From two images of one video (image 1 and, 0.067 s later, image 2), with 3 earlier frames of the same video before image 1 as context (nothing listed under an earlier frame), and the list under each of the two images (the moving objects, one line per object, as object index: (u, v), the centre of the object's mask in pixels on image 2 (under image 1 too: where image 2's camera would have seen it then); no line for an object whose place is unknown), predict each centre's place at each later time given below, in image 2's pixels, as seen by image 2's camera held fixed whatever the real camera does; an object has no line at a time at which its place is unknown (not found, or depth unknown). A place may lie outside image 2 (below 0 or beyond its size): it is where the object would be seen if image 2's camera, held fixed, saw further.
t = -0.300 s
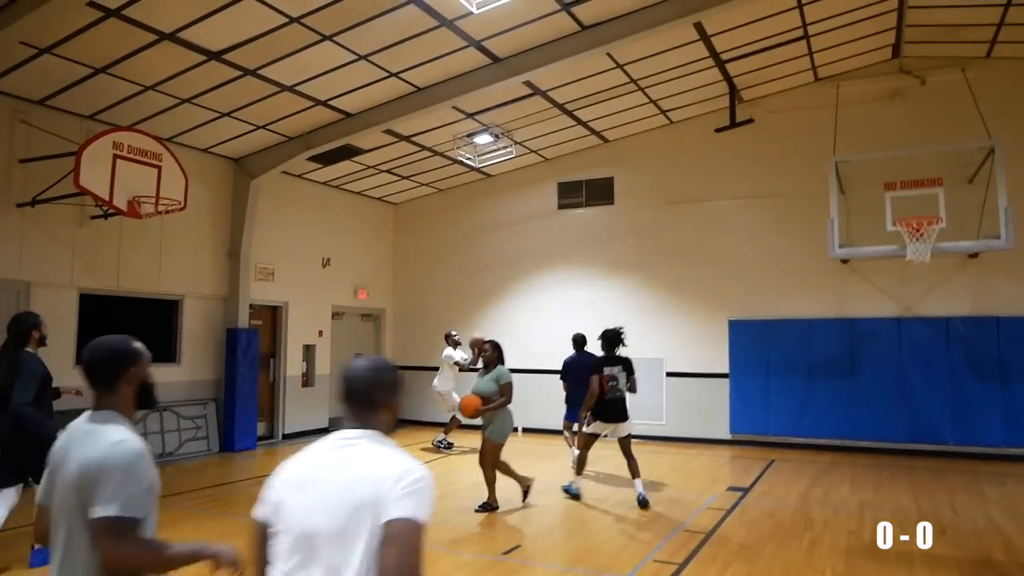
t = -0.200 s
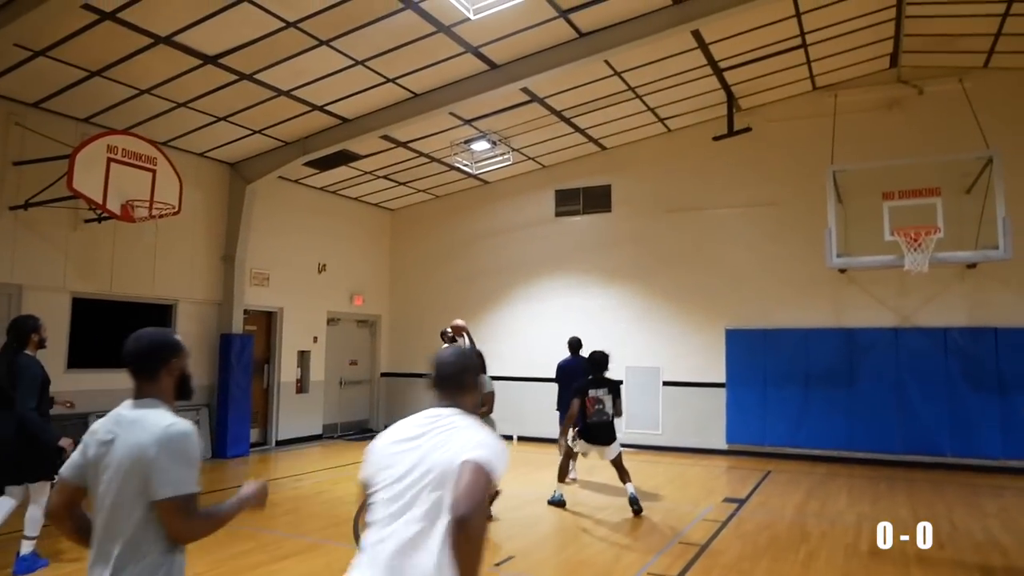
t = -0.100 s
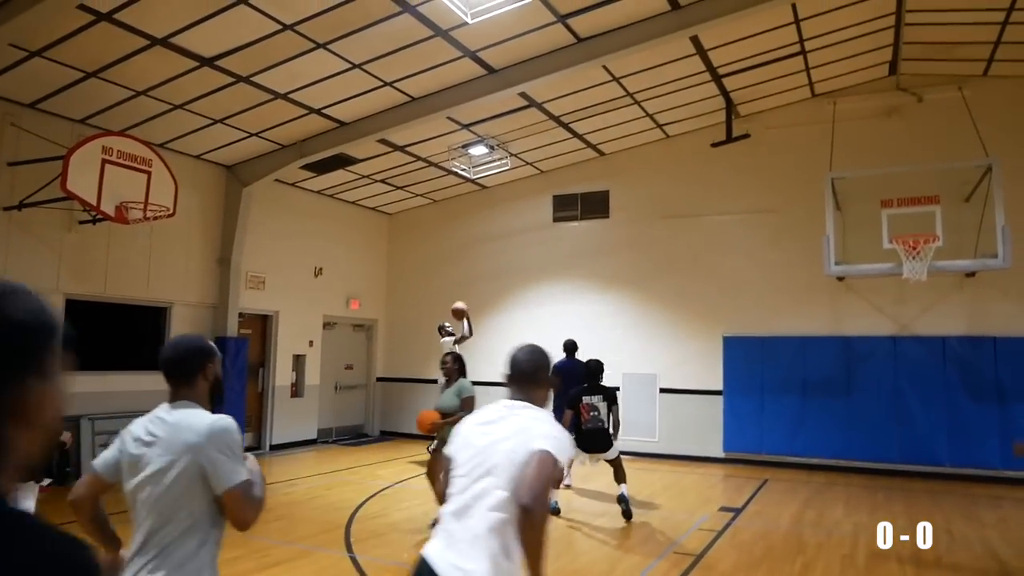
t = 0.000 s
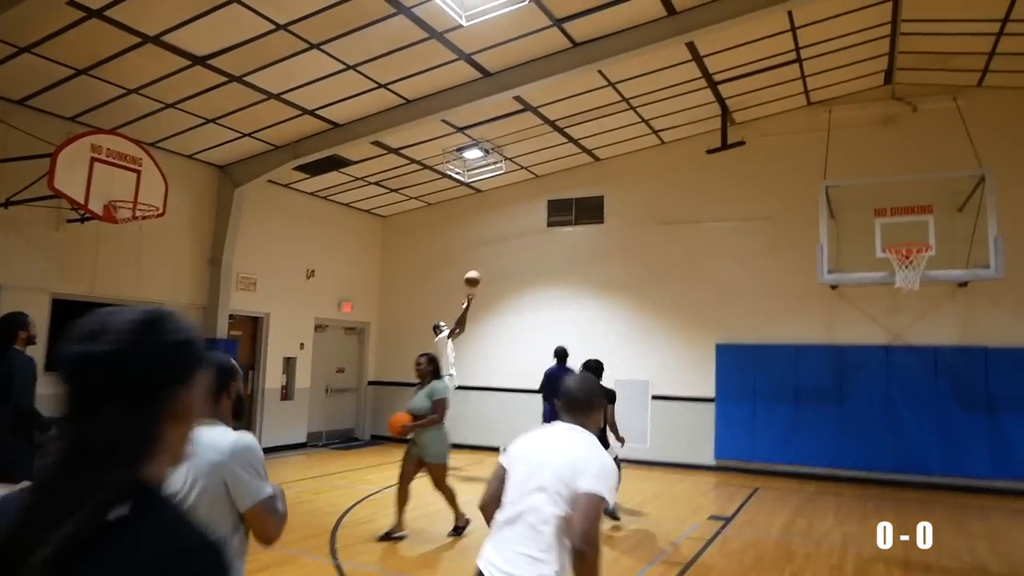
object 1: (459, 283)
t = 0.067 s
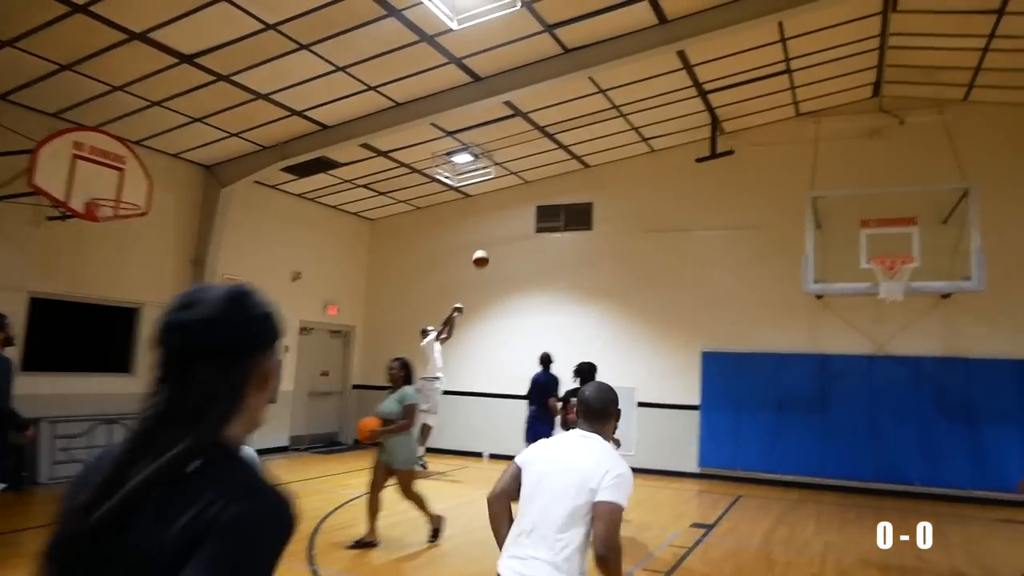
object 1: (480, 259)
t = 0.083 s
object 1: (486, 253)
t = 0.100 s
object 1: (491, 248)
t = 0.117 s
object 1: (496, 242)
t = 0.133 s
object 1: (501, 237)
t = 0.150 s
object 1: (506, 232)
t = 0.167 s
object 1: (511, 227)
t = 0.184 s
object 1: (516, 223)
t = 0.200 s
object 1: (522, 218)
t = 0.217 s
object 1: (529, 214)
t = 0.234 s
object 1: (533, 210)
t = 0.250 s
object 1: (538, 205)
